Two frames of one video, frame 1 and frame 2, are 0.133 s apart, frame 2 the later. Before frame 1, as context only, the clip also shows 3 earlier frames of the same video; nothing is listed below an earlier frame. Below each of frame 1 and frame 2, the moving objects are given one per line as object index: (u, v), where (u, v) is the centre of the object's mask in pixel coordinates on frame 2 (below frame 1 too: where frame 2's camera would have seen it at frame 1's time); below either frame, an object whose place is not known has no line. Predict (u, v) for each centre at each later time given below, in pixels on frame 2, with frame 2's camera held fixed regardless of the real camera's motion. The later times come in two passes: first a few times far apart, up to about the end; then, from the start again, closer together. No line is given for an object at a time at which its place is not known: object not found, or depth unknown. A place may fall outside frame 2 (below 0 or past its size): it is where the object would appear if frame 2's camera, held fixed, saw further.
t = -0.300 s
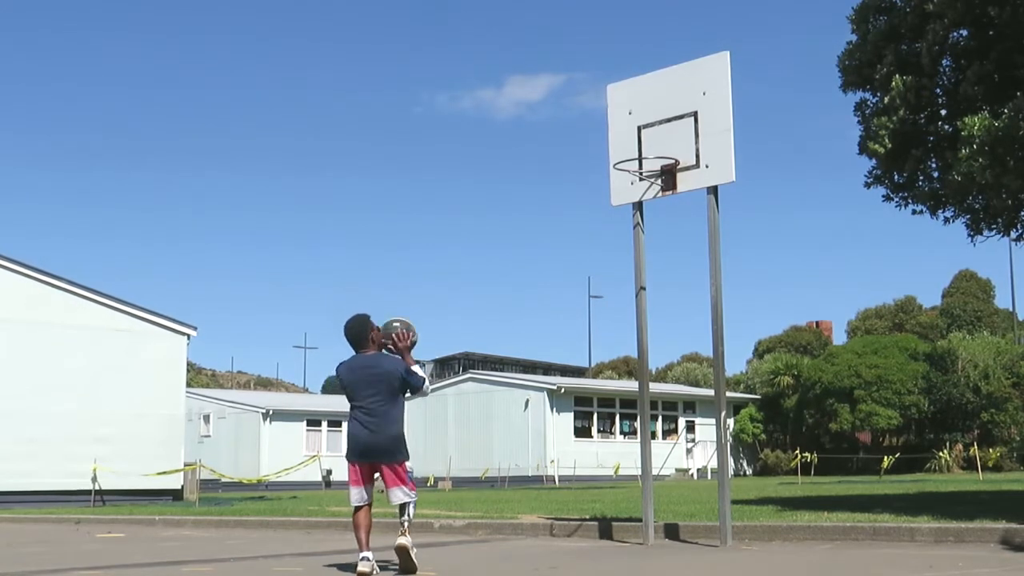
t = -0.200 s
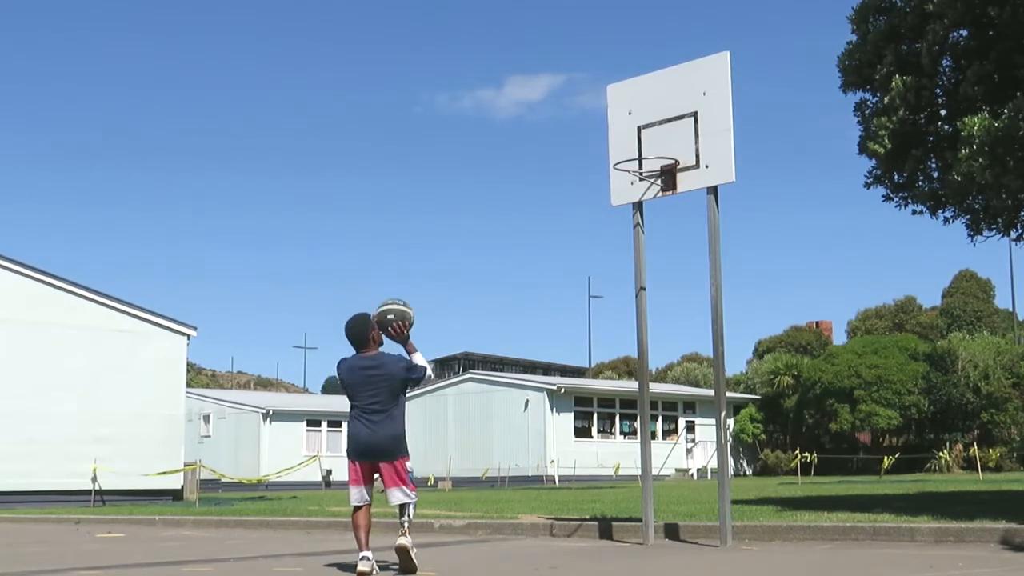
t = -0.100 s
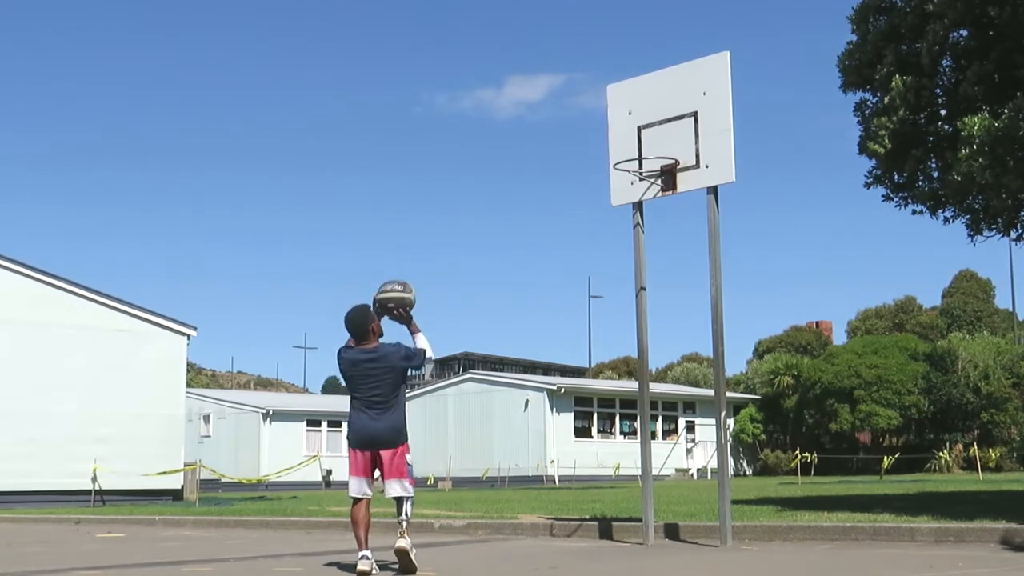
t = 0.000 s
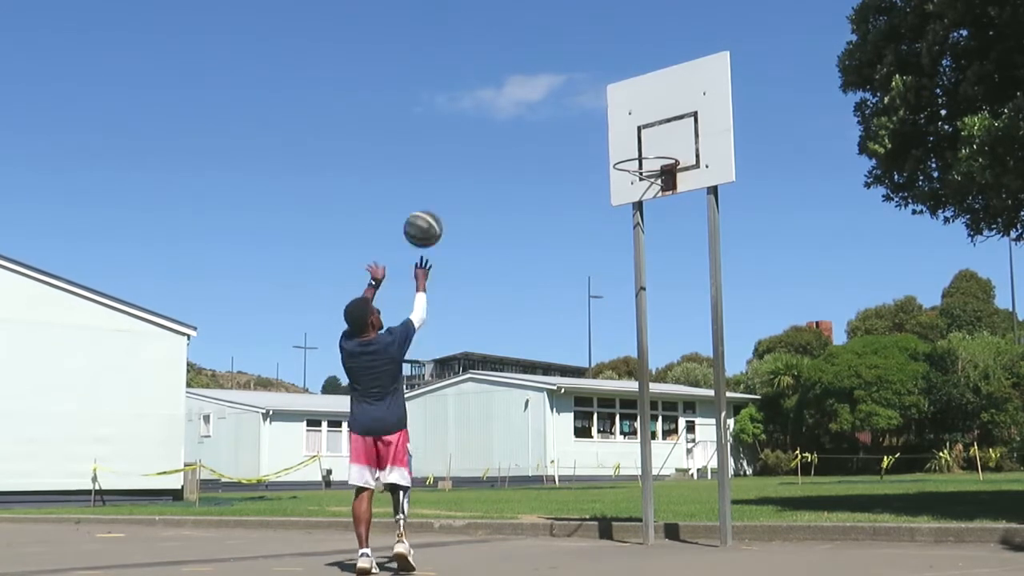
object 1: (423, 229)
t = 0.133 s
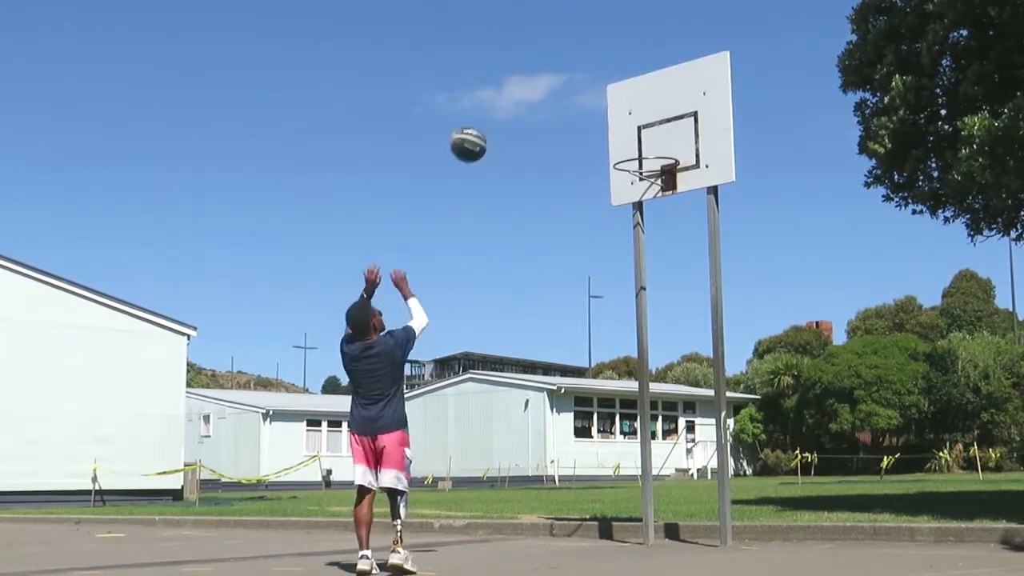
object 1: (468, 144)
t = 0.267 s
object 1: (510, 89)
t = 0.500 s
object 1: (578, 57)
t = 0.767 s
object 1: (648, 106)
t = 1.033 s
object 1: (625, 205)
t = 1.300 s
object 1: (558, 396)
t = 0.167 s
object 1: (479, 128)
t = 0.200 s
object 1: (490, 113)
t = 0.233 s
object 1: (500, 100)
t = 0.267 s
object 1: (510, 89)
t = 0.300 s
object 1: (520, 80)
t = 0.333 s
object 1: (530, 72)
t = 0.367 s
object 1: (540, 66)
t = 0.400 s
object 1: (550, 61)
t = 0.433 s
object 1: (559, 58)
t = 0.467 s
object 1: (568, 57)
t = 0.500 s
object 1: (578, 57)
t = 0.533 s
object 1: (587, 59)
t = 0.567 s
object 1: (596, 61)
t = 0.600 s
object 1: (605, 66)
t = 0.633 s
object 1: (614, 71)
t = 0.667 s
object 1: (622, 78)
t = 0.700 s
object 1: (631, 86)
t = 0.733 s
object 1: (639, 95)
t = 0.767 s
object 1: (648, 106)
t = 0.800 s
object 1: (656, 118)
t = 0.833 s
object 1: (665, 131)
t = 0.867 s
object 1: (664, 142)
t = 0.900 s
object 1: (656, 151)
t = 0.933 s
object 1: (649, 163)
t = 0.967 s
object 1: (640, 175)
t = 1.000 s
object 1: (632, 189)
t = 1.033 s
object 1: (625, 205)
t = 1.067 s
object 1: (617, 222)
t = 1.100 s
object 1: (609, 241)
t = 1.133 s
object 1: (600, 262)
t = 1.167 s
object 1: (592, 285)
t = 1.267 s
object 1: (566, 365)
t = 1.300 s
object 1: (558, 396)
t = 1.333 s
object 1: (549, 429)
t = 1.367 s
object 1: (541, 464)
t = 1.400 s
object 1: (532, 502)
